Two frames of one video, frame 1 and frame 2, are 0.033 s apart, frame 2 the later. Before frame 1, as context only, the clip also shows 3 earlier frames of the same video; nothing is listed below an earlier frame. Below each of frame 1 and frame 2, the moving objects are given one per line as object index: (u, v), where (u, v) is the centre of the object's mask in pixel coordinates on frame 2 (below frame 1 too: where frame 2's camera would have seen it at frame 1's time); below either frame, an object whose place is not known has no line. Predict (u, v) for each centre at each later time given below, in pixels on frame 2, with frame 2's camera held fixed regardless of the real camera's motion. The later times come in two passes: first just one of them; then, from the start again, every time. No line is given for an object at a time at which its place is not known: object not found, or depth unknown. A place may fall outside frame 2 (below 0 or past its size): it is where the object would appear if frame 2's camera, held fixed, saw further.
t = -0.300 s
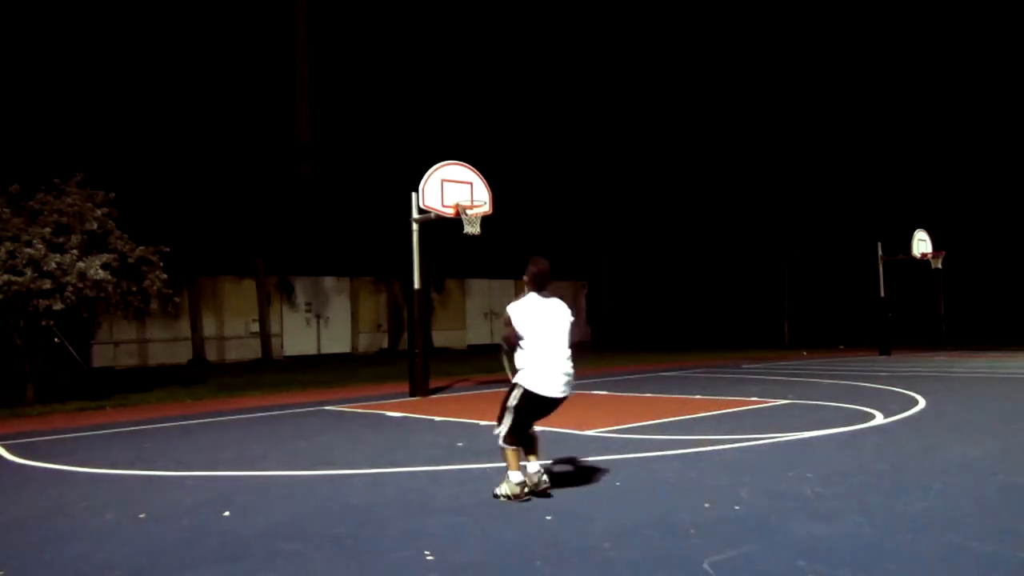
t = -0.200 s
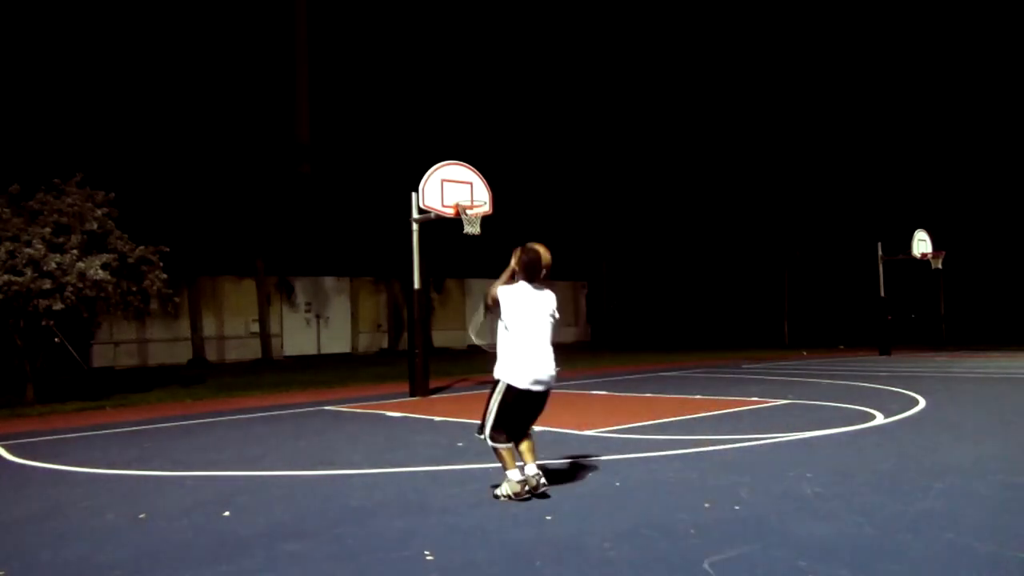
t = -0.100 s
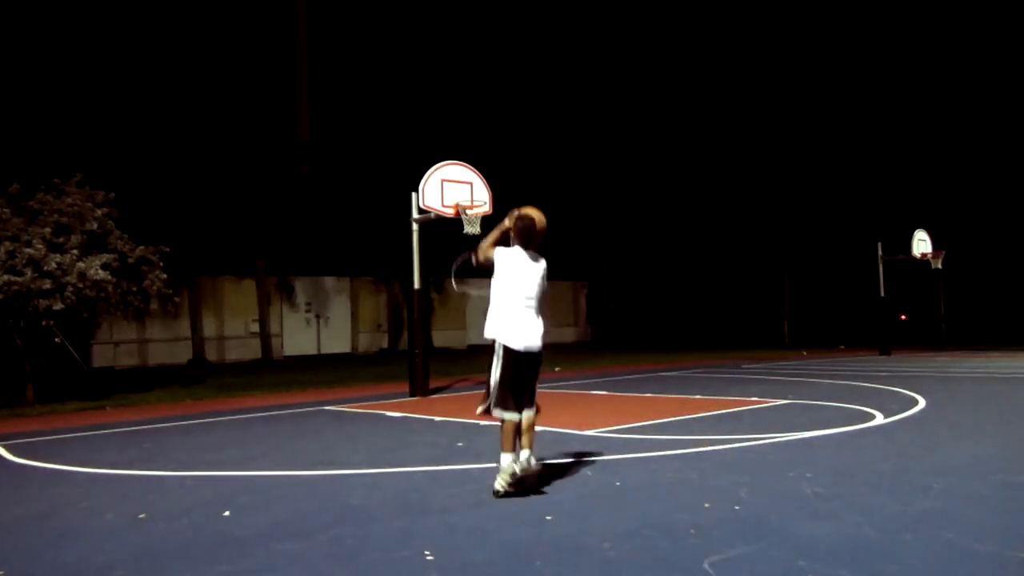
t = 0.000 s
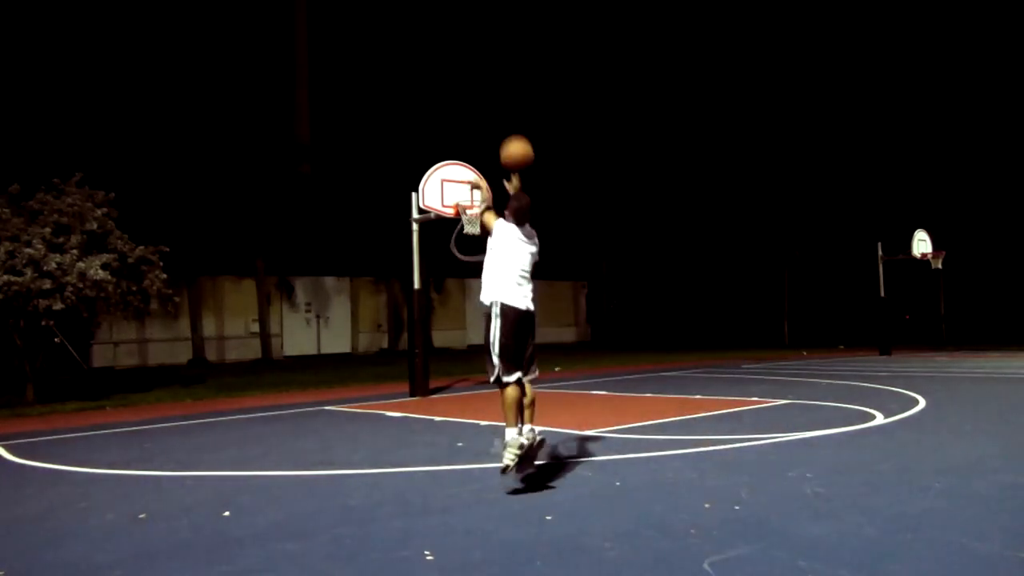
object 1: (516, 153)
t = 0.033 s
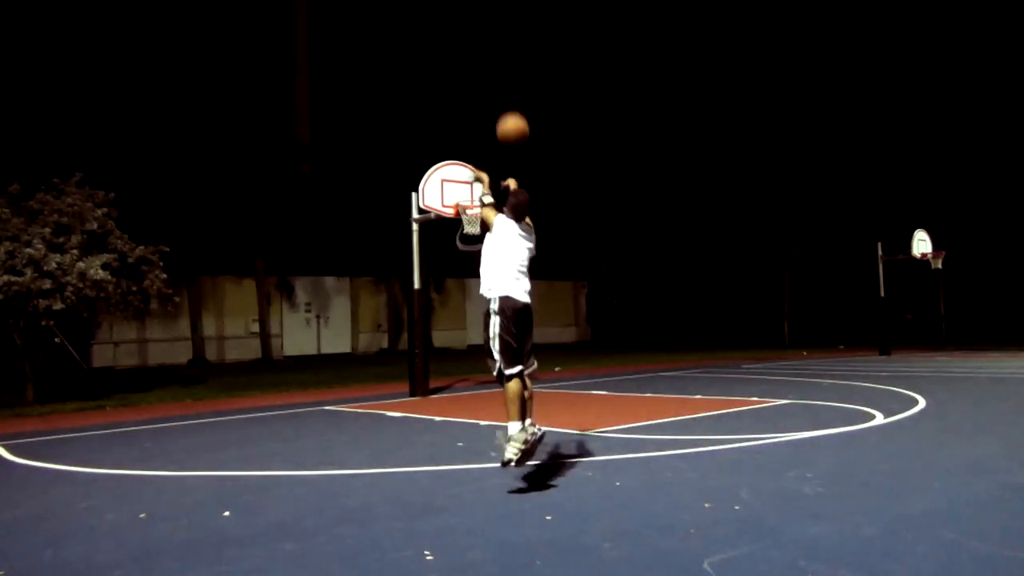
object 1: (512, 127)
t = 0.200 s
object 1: (494, 43)
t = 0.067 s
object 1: (508, 106)
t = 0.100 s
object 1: (504, 86)
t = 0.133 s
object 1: (501, 70)
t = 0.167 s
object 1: (497, 55)
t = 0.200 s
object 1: (494, 43)
